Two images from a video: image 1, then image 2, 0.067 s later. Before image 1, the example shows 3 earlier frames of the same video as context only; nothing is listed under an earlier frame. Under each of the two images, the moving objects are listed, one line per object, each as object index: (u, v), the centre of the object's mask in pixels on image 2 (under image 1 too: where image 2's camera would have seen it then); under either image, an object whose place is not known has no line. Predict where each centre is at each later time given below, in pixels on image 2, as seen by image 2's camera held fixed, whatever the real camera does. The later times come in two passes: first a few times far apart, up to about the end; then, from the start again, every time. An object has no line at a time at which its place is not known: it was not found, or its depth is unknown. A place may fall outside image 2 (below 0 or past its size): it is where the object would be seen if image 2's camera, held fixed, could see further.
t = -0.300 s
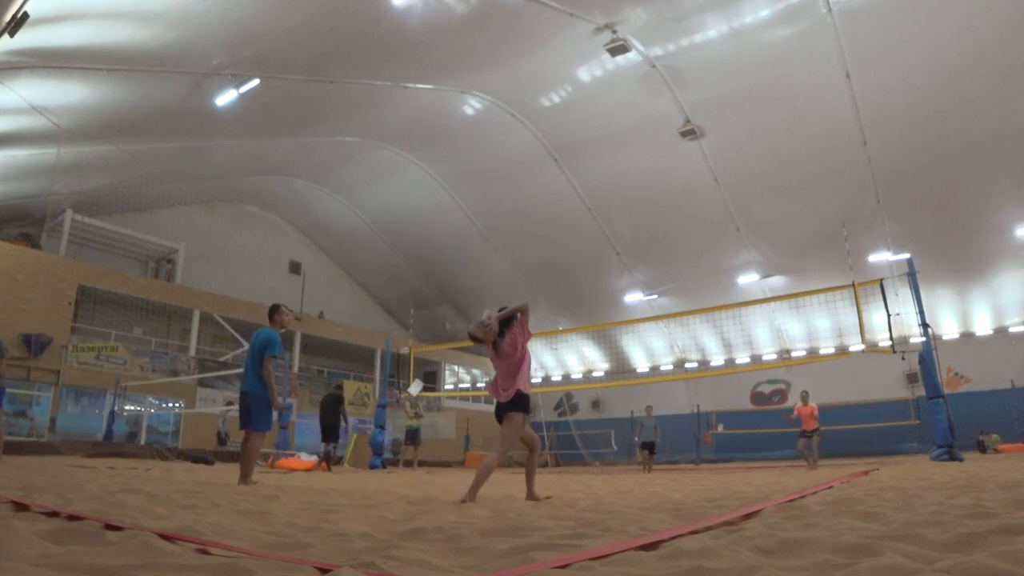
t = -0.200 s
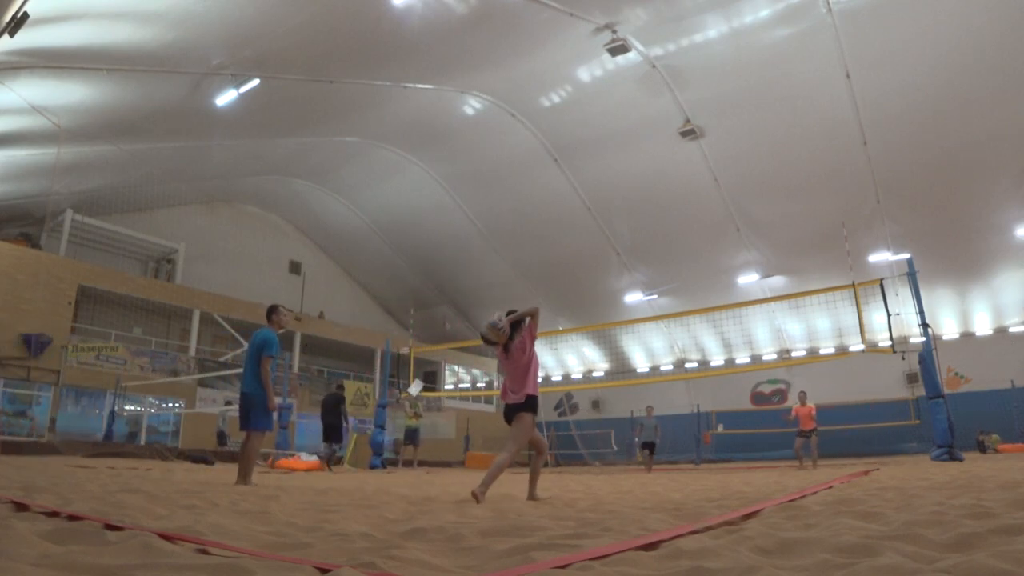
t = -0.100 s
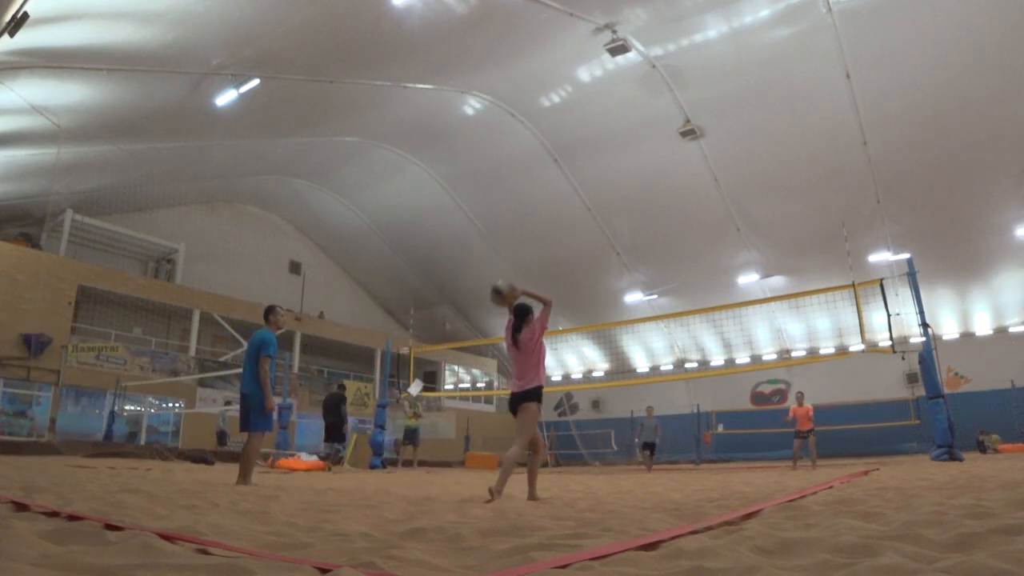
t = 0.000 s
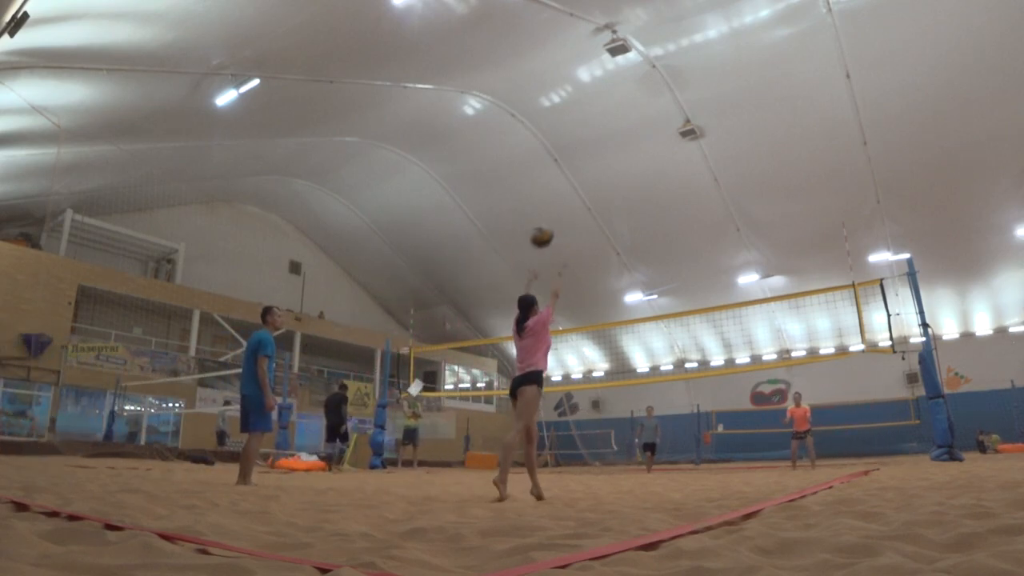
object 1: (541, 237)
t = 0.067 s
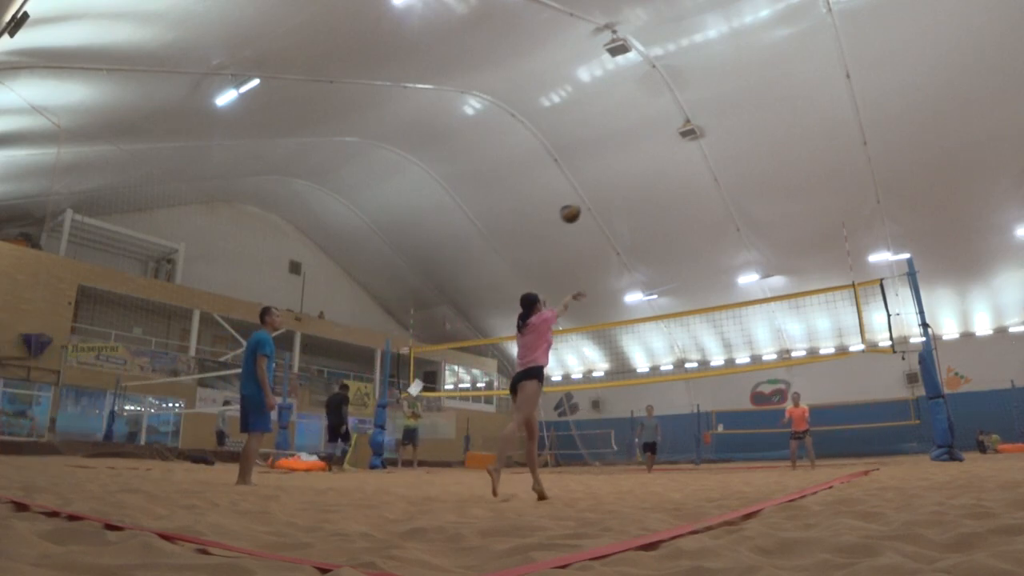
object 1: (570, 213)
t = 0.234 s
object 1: (624, 184)
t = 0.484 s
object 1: (674, 190)
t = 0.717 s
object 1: (707, 224)
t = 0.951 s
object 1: (734, 278)
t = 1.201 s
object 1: (760, 349)
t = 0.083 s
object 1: (576, 208)
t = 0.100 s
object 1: (583, 204)
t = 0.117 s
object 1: (589, 200)
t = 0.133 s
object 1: (594, 197)
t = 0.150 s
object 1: (600, 194)
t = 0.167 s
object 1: (605, 191)
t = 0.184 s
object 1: (610, 189)
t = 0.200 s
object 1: (615, 187)
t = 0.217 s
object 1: (620, 185)
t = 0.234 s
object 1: (624, 184)
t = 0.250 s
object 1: (628, 182)
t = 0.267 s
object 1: (632, 181)
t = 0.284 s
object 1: (635, 181)
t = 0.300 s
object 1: (639, 181)
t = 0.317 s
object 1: (643, 181)
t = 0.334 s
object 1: (646, 181)
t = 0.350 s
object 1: (650, 181)
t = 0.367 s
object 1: (653, 182)
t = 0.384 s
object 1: (656, 182)
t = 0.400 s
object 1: (659, 183)
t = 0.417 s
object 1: (663, 184)
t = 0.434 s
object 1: (666, 185)
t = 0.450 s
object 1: (668, 187)
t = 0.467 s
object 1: (672, 188)
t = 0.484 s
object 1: (674, 190)
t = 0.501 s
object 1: (677, 191)
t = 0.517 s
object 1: (680, 193)
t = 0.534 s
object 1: (682, 196)
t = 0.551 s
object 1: (684, 197)
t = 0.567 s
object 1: (687, 199)
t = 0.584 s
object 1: (689, 201)
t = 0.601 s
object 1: (691, 204)
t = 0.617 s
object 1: (694, 207)
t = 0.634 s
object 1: (696, 209)
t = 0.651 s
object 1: (698, 212)
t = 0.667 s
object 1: (700, 215)
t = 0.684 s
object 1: (703, 218)
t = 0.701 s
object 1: (705, 221)
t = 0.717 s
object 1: (707, 224)
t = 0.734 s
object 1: (709, 227)
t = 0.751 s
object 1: (711, 231)
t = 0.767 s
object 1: (713, 234)
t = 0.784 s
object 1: (715, 238)
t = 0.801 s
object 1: (717, 241)
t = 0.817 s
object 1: (719, 245)
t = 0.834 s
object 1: (721, 249)
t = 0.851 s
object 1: (723, 253)
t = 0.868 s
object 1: (725, 257)
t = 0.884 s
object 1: (727, 261)
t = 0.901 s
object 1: (729, 265)
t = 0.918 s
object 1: (731, 269)
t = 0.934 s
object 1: (733, 273)
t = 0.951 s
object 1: (734, 278)
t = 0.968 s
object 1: (736, 282)
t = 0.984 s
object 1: (738, 287)
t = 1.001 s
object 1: (740, 290)
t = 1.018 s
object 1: (742, 295)
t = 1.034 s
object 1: (743, 298)
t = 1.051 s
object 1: (746, 303)
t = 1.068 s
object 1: (747, 310)
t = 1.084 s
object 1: (749, 313)
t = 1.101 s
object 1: (750, 318)
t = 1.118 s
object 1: (752, 323)
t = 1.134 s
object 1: (754, 328)
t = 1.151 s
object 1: (755, 333)
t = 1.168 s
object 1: (757, 338)
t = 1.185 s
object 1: (759, 343)
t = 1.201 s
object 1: (760, 349)
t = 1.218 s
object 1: (762, 354)
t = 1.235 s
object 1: (764, 359)
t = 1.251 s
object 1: (767, 362)
